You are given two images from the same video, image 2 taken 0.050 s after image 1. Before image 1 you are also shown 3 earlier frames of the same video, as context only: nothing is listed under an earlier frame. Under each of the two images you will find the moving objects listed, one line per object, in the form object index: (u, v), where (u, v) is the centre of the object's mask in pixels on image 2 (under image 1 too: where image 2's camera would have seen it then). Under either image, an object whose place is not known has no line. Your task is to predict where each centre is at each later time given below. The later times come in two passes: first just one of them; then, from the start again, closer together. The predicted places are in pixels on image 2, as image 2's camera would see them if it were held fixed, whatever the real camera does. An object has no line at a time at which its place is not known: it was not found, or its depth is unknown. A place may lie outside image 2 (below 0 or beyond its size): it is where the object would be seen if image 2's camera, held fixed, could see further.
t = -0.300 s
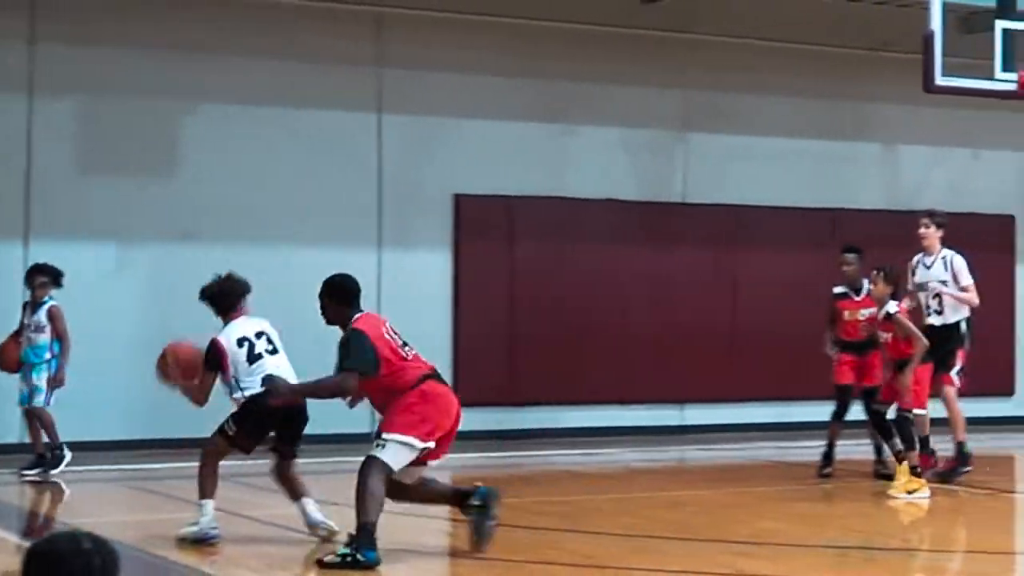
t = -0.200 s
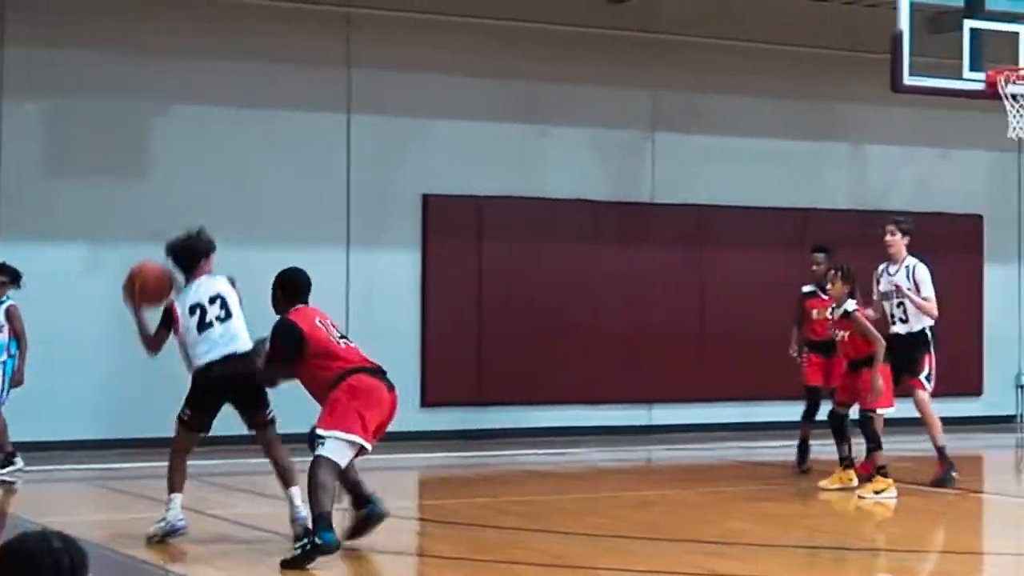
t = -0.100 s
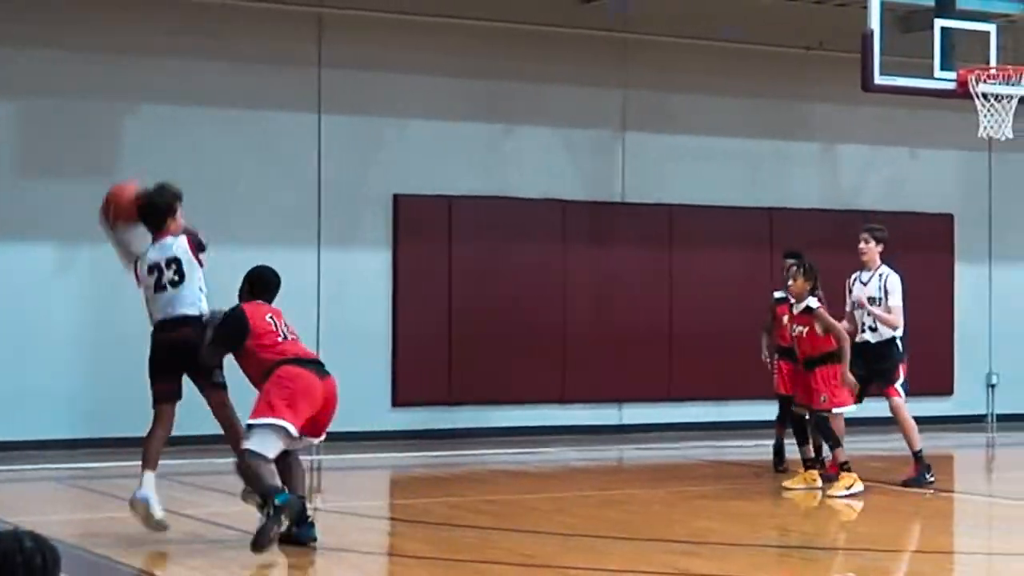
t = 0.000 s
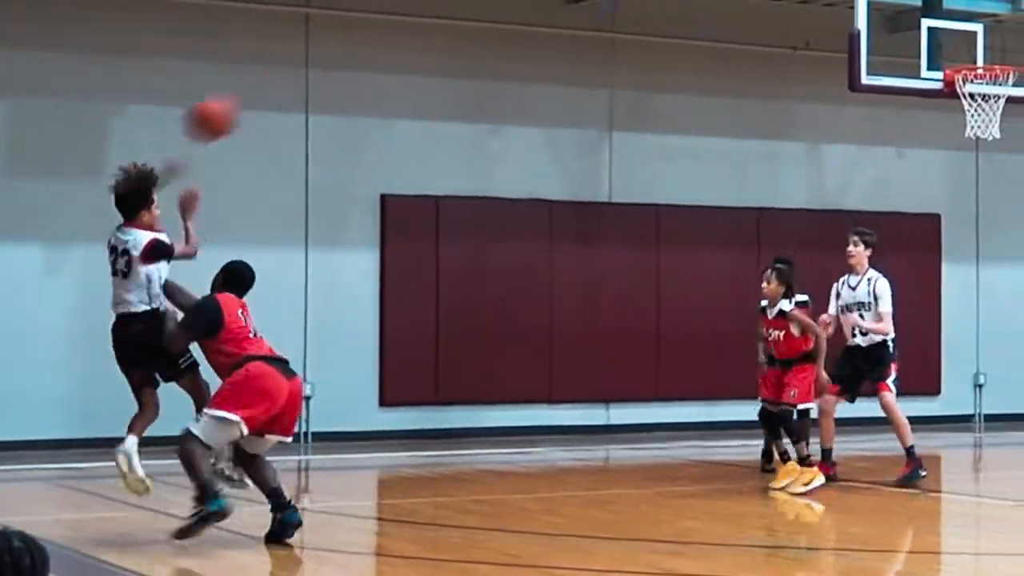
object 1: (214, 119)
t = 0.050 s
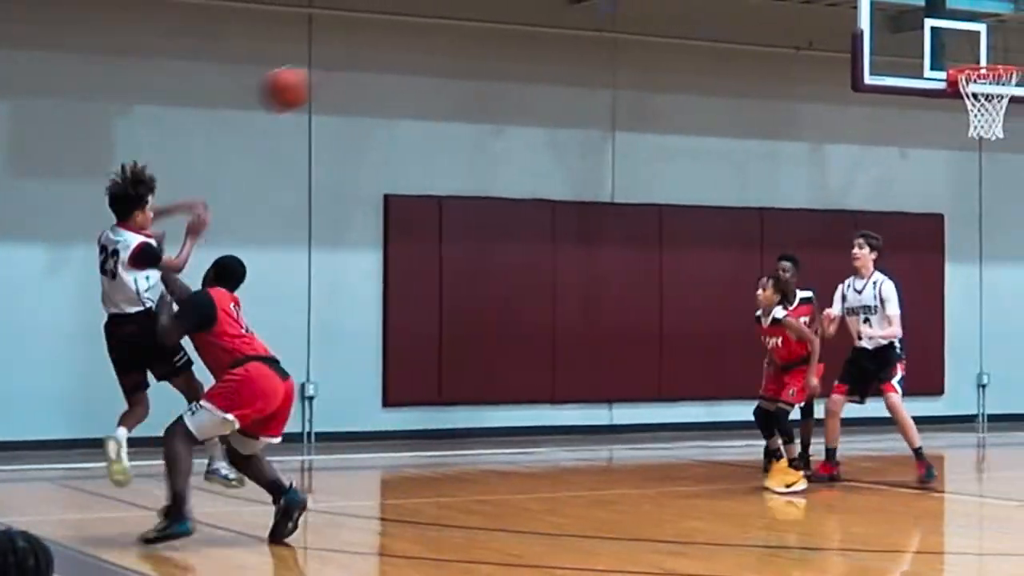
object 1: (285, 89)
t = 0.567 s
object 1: (902, 42)
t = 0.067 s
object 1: (309, 80)
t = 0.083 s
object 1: (332, 71)
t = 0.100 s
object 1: (354, 64)
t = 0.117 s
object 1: (376, 56)
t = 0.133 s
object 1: (398, 49)
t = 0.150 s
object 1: (421, 43)
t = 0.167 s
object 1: (442, 38)
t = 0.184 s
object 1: (464, 33)
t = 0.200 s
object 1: (483, 28)
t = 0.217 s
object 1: (504, 25)
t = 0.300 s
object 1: (606, 14)
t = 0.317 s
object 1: (628, 14)
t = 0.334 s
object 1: (645, 13)
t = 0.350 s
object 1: (665, 13)
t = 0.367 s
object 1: (683, 13)
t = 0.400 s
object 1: (723, 14)
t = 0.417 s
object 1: (740, 15)
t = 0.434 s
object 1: (759, 16)
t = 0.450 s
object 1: (777, 18)
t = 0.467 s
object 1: (796, 19)
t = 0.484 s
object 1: (812, 22)
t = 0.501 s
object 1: (832, 23)
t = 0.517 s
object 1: (848, 28)
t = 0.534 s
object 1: (867, 33)
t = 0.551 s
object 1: (886, 37)
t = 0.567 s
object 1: (902, 42)
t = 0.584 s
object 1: (919, 48)
